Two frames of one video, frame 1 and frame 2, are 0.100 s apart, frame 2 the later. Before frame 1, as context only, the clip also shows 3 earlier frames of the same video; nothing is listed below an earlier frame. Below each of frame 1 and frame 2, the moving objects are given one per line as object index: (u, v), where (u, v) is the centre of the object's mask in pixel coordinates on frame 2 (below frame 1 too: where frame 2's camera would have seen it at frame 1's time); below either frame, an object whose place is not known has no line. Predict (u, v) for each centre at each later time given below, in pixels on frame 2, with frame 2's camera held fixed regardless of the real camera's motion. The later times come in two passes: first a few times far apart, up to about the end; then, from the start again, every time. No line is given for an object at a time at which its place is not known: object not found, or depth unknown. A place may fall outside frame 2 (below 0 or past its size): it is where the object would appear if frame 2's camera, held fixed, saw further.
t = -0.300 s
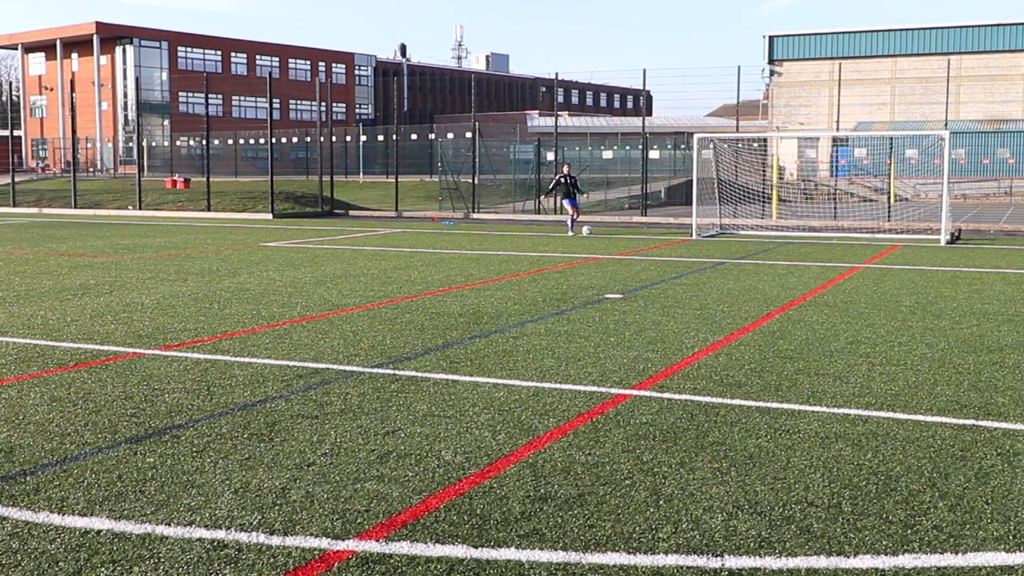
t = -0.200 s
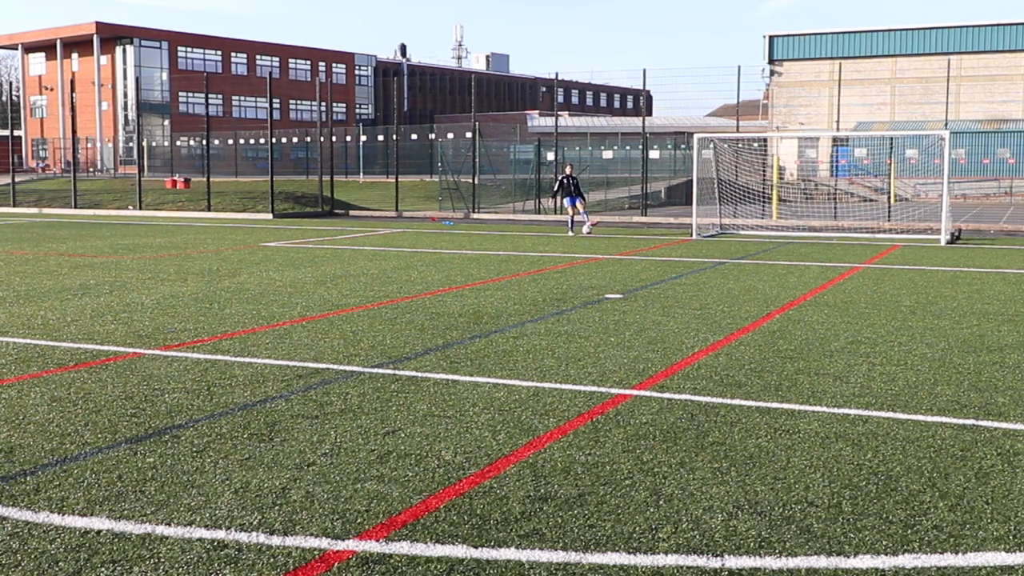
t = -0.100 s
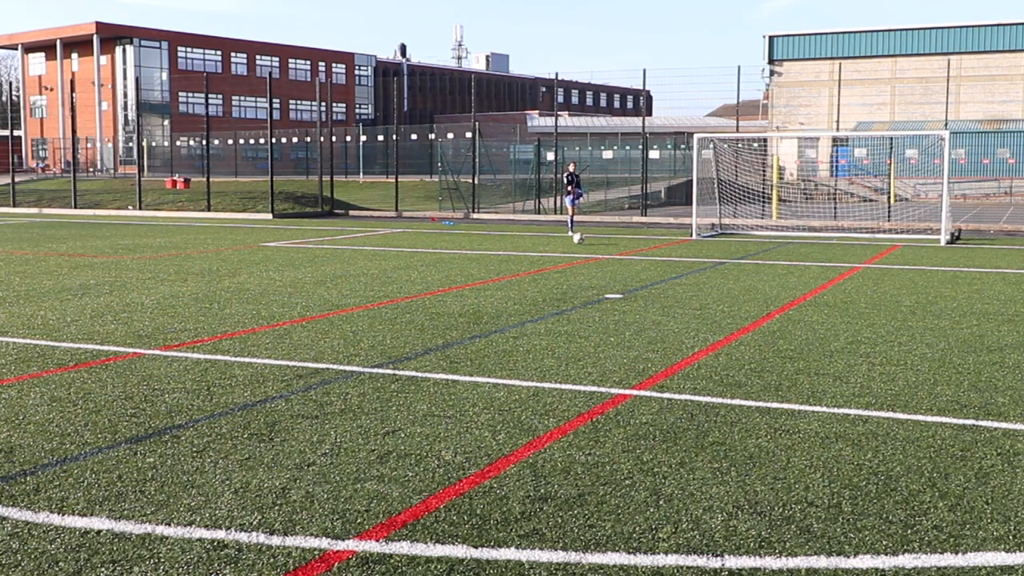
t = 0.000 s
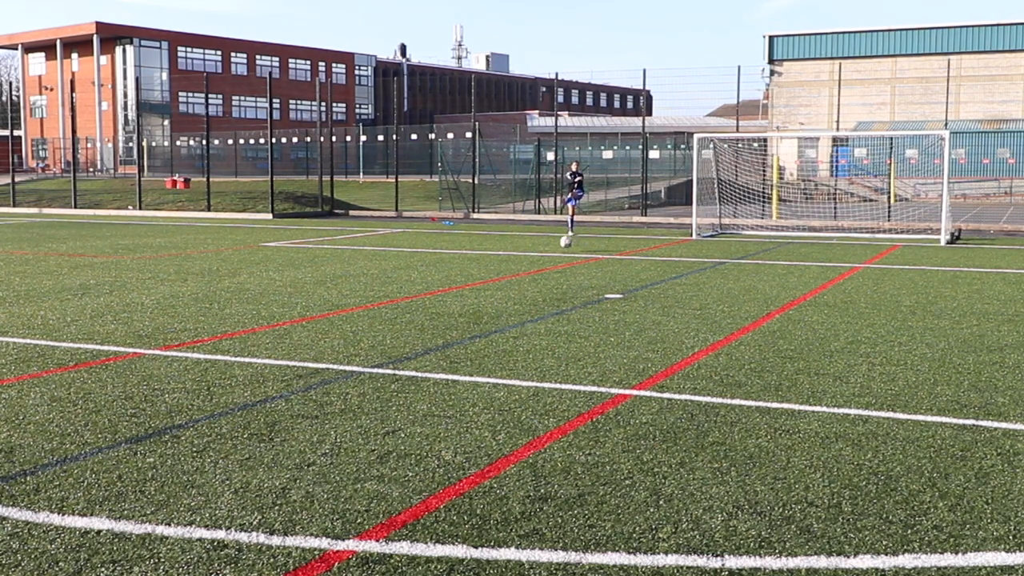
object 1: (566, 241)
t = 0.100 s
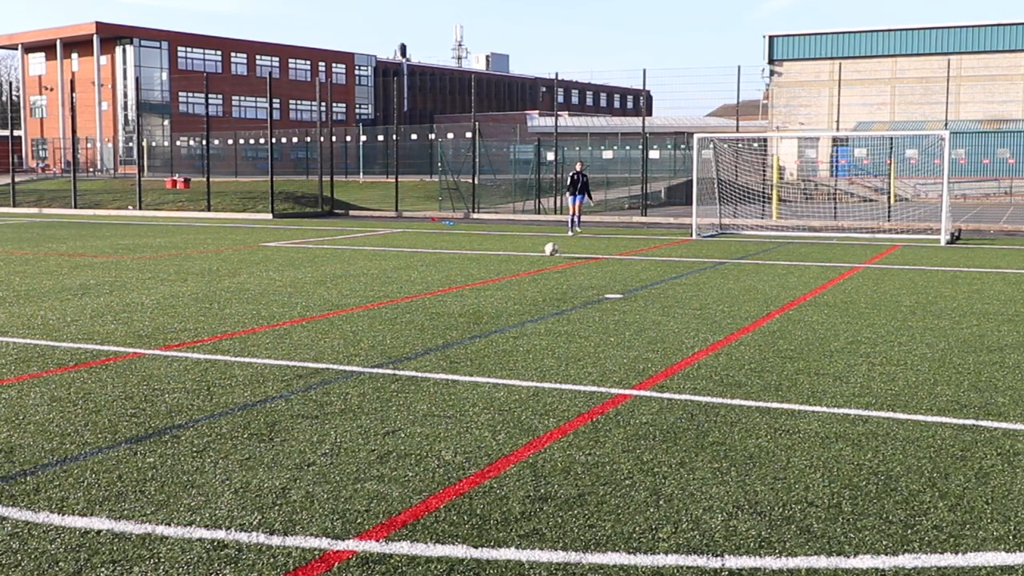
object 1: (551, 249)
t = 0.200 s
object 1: (535, 255)
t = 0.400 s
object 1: (494, 272)
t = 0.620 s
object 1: (430, 293)
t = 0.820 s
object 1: (346, 321)
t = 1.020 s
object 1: (221, 358)
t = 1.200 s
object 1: (51, 405)
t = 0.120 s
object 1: (547, 250)
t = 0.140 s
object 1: (544, 253)
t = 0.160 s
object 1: (541, 257)
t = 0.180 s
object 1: (538, 256)
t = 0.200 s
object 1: (535, 255)
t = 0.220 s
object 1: (531, 256)
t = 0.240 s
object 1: (527, 258)
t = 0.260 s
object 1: (524, 262)
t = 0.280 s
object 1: (520, 265)
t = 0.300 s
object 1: (516, 265)
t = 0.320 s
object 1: (512, 266)
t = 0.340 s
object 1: (508, 268)
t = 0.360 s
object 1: (503, 272)
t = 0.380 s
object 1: (499, 271)
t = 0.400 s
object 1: (494, 272)
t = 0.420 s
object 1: (489, 274)
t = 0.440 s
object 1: (484, 276)
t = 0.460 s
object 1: (478, 280)
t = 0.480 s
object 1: (473, 280)
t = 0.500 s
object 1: (467, 280)
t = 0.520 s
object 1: (462, 283)
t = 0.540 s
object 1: (456, 286)
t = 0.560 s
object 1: (450, 291)
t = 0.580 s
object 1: (444, 291)
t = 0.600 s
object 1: (437, 291)
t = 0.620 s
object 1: (430, 293)
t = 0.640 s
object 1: (423, 297)
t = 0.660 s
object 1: (416, 302)
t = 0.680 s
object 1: (408, 303)
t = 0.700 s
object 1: (400, 304)
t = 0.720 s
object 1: (392, 307)
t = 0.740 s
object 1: (384, 311)
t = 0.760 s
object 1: (375, 313)
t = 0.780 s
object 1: (365, 313)
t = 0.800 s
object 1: (356, 316)
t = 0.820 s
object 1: (346, 321)
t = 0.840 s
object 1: (336, 325)
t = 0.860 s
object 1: (325, 327)
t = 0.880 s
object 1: (313, 330)
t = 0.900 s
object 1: (302, 335)
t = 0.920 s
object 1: (290, 339)
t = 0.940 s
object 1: (277, 342)
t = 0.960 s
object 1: (264, 346)
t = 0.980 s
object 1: (250, 350)
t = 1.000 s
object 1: (235, 354)
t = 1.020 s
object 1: (221, 358)
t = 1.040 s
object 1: (205, 363)
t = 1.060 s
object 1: (189, 368)
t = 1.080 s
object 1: (172, 371)
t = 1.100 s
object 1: (154, 377)
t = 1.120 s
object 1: (136, 381)
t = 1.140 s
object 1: (116, 386)
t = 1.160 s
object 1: (96, 393)
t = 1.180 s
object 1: (74, 399)
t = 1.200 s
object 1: (51, 405)
